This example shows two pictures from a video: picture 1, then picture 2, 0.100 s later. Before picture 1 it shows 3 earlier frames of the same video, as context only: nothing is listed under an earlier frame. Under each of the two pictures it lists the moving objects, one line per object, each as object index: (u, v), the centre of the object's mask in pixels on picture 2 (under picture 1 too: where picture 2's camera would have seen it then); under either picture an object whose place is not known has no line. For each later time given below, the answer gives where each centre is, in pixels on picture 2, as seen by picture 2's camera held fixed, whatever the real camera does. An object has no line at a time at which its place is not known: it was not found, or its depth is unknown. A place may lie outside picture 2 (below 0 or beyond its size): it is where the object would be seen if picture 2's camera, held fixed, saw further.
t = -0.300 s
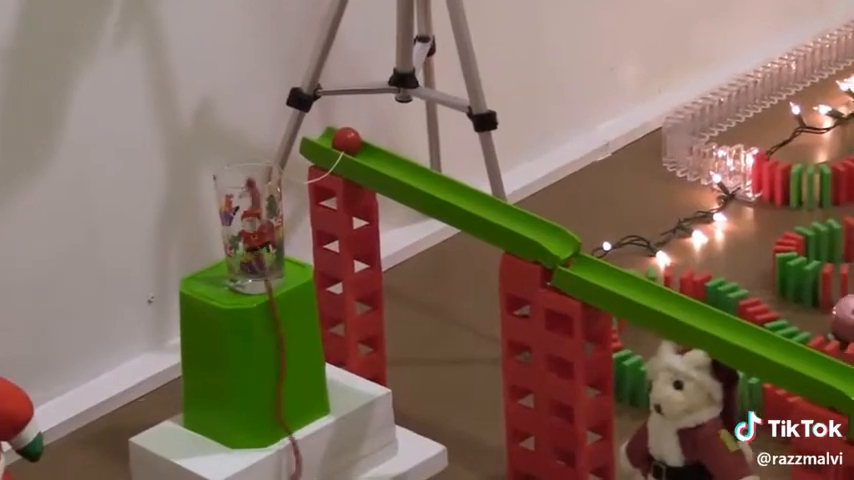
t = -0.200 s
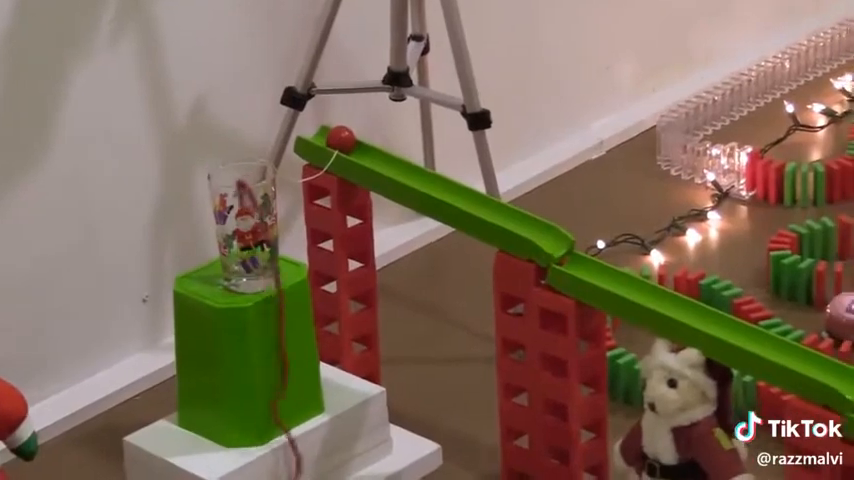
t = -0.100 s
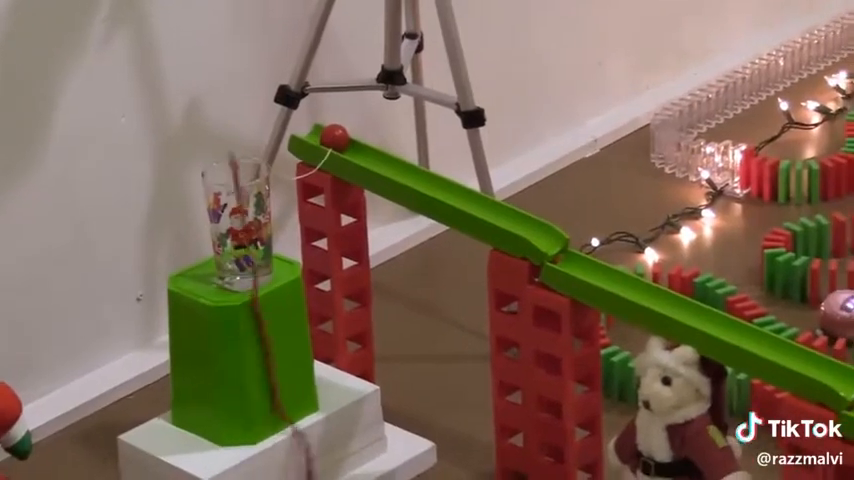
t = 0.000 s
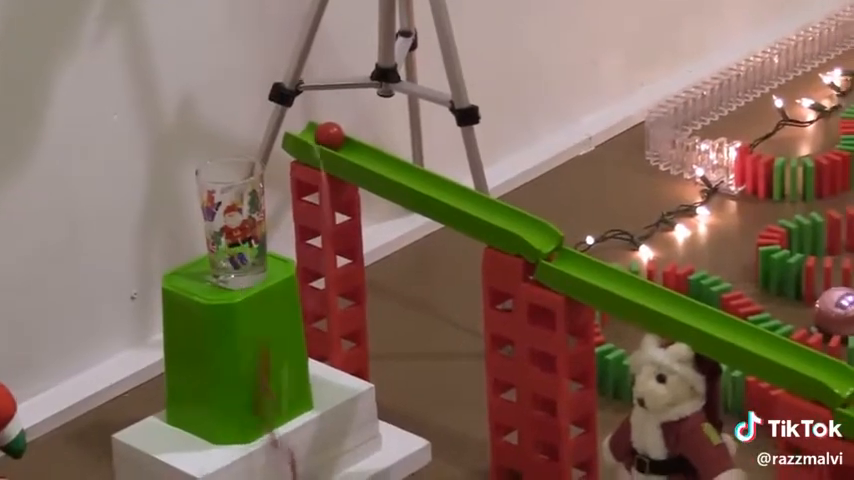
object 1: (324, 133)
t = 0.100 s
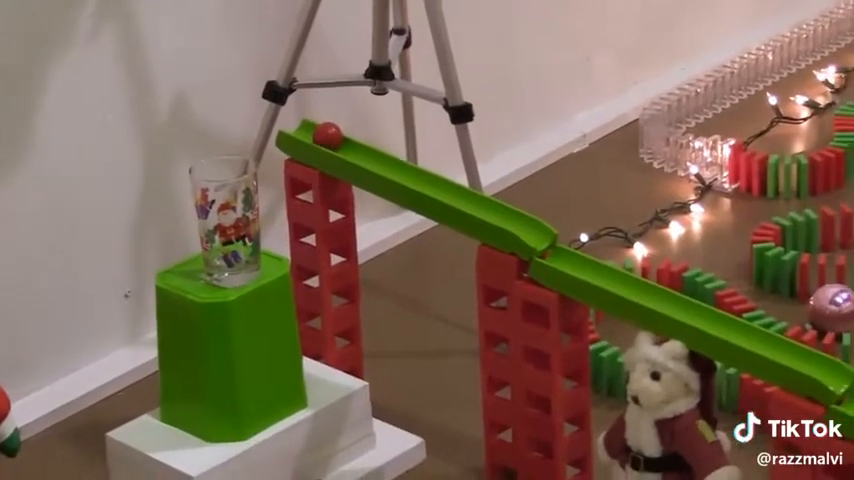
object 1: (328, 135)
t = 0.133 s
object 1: (330, 137)
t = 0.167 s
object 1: (333, 138)
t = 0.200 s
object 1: (336, 139)
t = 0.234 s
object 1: (339, 140)
